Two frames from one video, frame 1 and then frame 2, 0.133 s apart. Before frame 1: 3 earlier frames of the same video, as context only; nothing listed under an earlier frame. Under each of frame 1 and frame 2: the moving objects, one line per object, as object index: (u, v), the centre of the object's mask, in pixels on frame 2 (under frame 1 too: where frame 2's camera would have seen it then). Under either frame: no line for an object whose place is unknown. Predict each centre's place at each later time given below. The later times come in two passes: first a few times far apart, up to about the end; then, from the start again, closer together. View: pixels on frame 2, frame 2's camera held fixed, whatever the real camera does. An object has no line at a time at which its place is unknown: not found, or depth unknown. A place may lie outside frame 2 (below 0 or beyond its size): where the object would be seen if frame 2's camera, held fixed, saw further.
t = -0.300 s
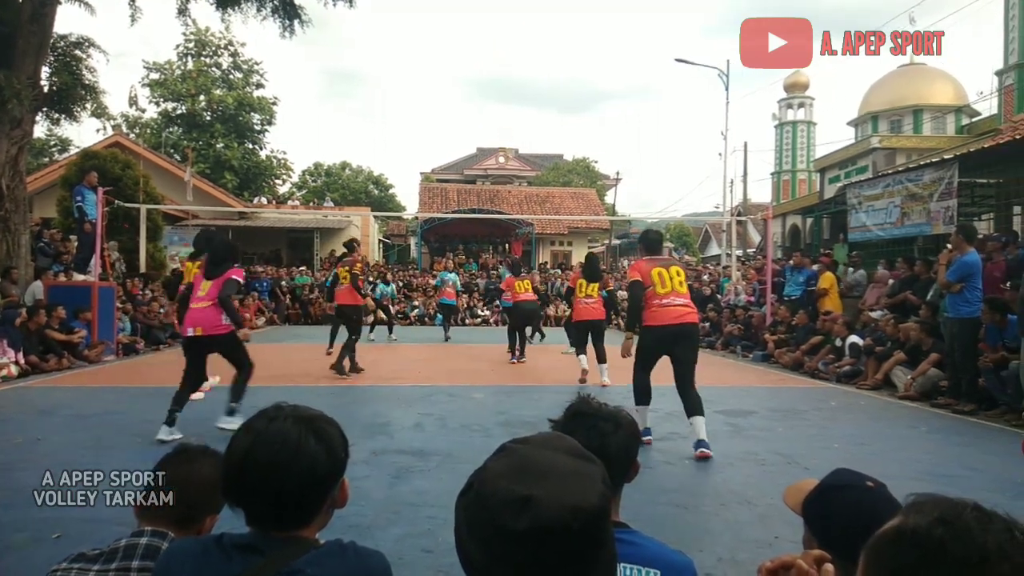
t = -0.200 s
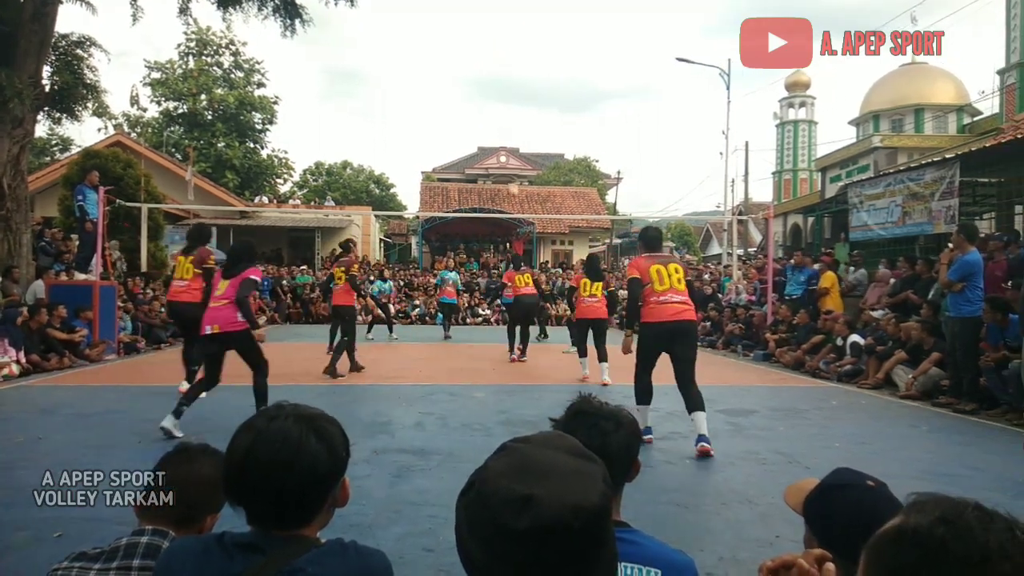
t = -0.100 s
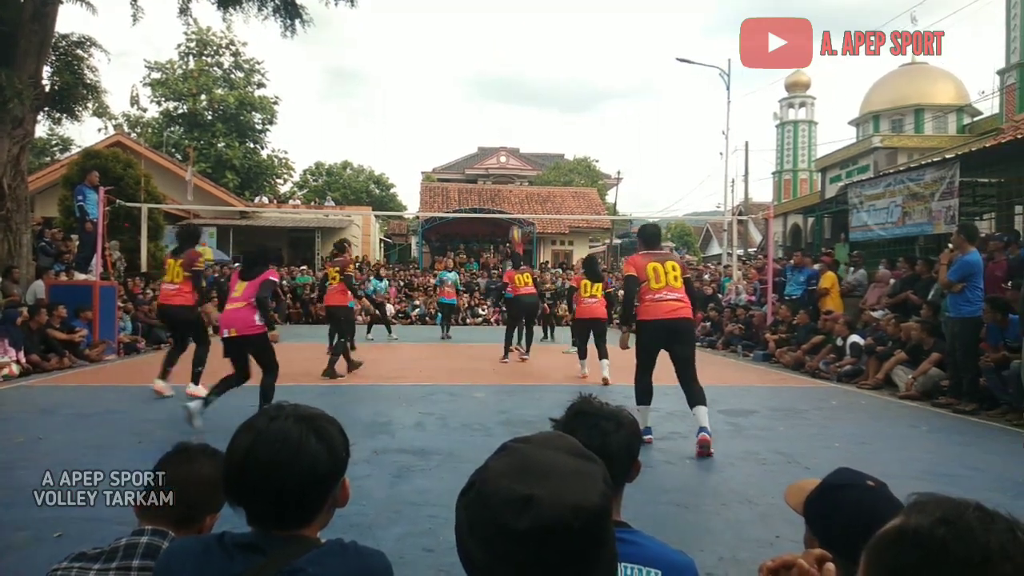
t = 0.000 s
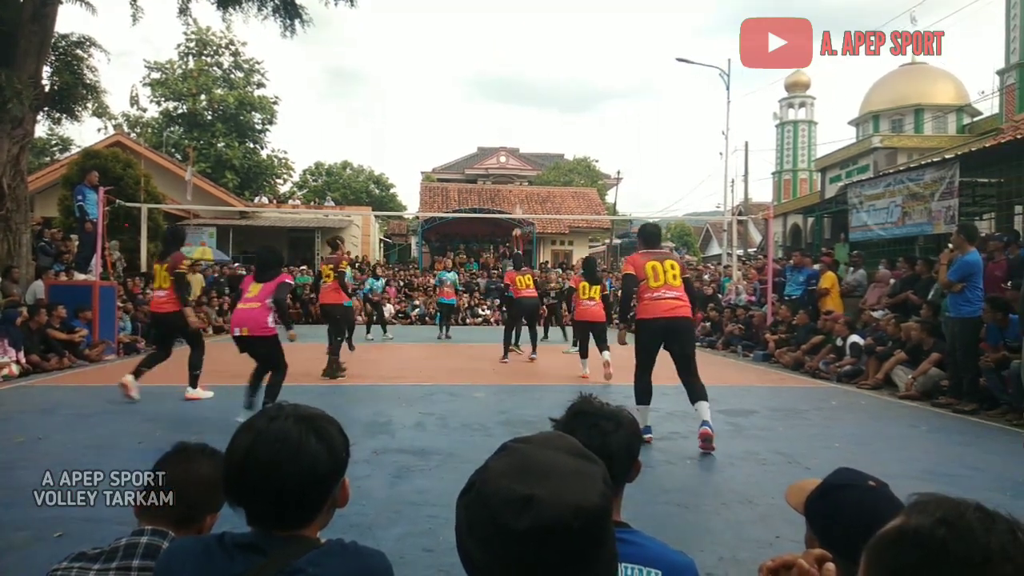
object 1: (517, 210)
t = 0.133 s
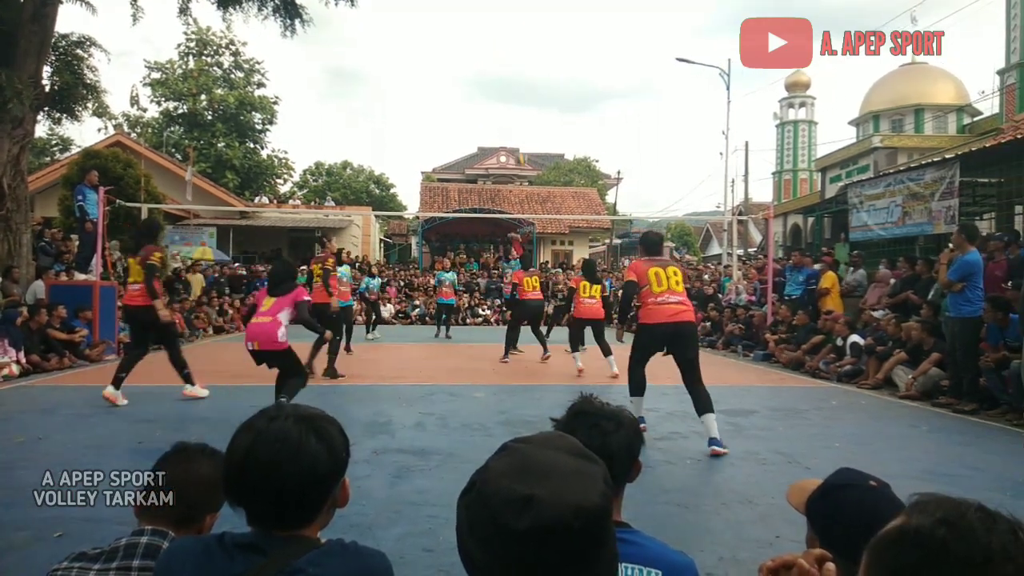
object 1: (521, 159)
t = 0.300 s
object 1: (524, 103)
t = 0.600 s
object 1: (532, 32)
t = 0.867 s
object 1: (540, 23)
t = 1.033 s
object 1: (546, 60)
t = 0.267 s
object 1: (523, 114)
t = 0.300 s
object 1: (524, 103)
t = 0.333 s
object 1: (525, 93)
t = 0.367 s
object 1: (525, 83)
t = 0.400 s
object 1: (527, 74)
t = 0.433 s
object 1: (528, 65)
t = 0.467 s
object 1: (528, 58)
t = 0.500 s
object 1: (530, 50)
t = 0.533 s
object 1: (530, 43)
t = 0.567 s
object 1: (531, 37)
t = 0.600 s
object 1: (532, 32)
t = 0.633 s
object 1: (533, 27)
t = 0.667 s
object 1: (534, 24)
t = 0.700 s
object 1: (535, 21)
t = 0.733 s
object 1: (536, 19)
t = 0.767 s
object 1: (537, 18)
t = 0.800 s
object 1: (538, 19)
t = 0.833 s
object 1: (539, 20)
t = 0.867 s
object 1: (540, 23)
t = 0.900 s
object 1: (542, 27)
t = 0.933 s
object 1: (543, 33)
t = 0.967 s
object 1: (544, 41)
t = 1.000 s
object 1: (545, 49)
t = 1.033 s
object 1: (546, 60)
